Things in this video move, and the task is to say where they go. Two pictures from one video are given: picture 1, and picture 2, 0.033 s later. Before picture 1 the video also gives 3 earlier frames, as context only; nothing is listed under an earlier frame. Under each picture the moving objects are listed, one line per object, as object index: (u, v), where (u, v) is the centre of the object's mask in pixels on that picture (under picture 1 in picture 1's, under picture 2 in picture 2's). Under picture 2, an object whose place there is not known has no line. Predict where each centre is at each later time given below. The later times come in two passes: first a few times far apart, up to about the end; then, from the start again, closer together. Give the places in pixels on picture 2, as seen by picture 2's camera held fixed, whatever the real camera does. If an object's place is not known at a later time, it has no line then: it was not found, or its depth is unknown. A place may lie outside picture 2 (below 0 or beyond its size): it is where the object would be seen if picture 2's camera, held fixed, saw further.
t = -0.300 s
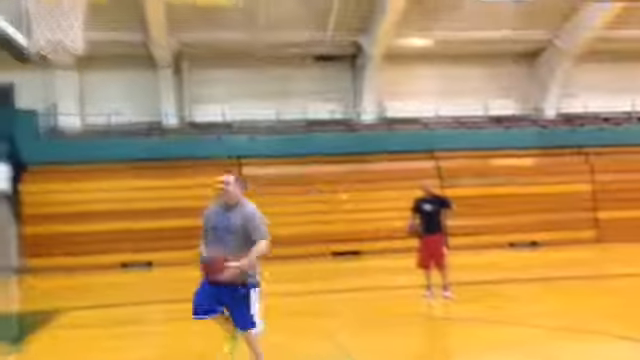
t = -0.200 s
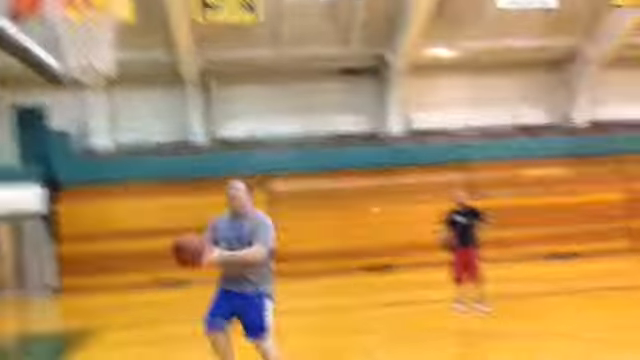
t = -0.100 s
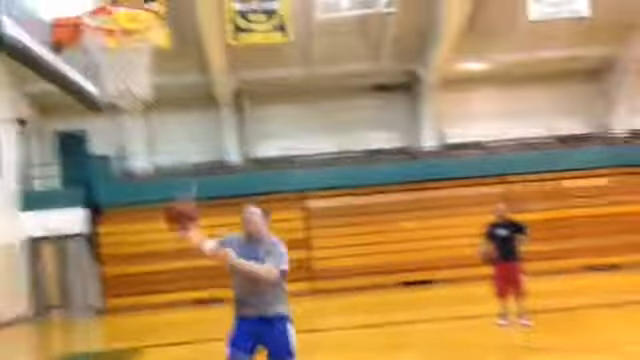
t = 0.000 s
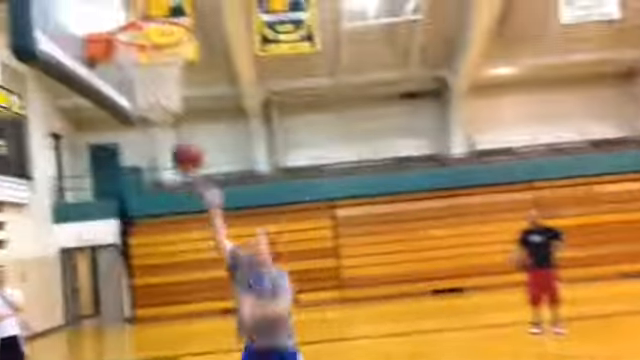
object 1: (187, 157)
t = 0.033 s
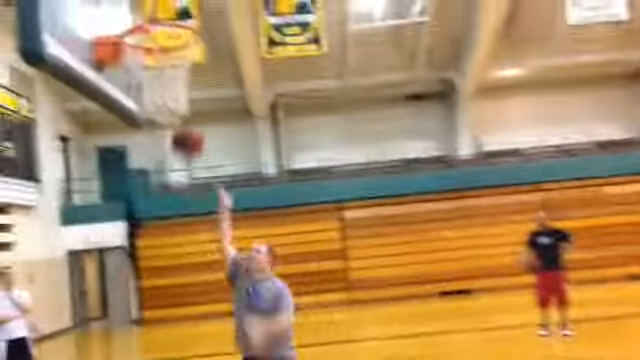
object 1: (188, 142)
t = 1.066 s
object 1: (191, 172)
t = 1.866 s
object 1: (160, 307)
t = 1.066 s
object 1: (191, 172)
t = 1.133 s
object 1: (200, 214)
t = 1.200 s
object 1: (204, 276)
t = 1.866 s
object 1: (160, 307)
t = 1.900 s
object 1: (153, 304)
